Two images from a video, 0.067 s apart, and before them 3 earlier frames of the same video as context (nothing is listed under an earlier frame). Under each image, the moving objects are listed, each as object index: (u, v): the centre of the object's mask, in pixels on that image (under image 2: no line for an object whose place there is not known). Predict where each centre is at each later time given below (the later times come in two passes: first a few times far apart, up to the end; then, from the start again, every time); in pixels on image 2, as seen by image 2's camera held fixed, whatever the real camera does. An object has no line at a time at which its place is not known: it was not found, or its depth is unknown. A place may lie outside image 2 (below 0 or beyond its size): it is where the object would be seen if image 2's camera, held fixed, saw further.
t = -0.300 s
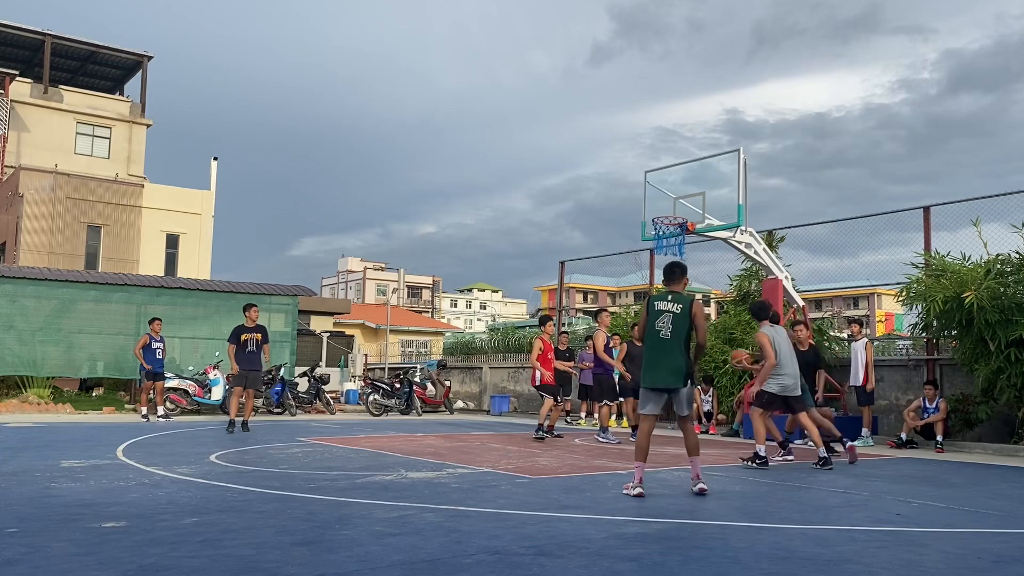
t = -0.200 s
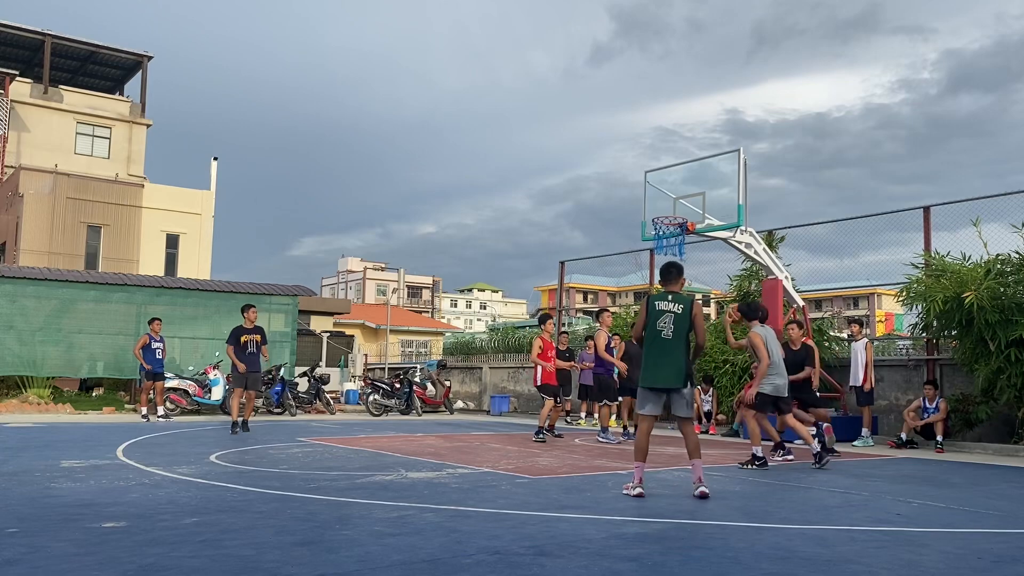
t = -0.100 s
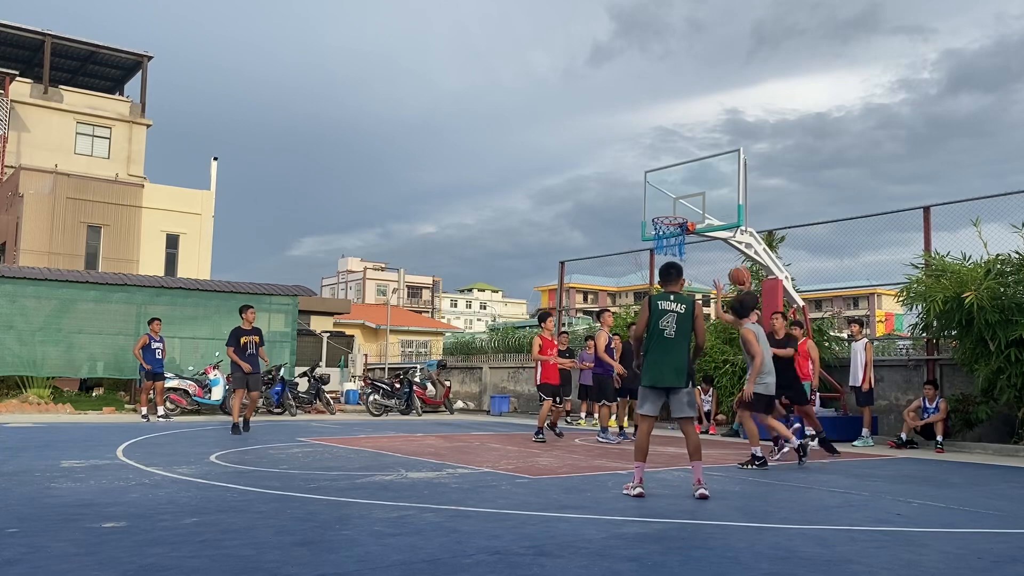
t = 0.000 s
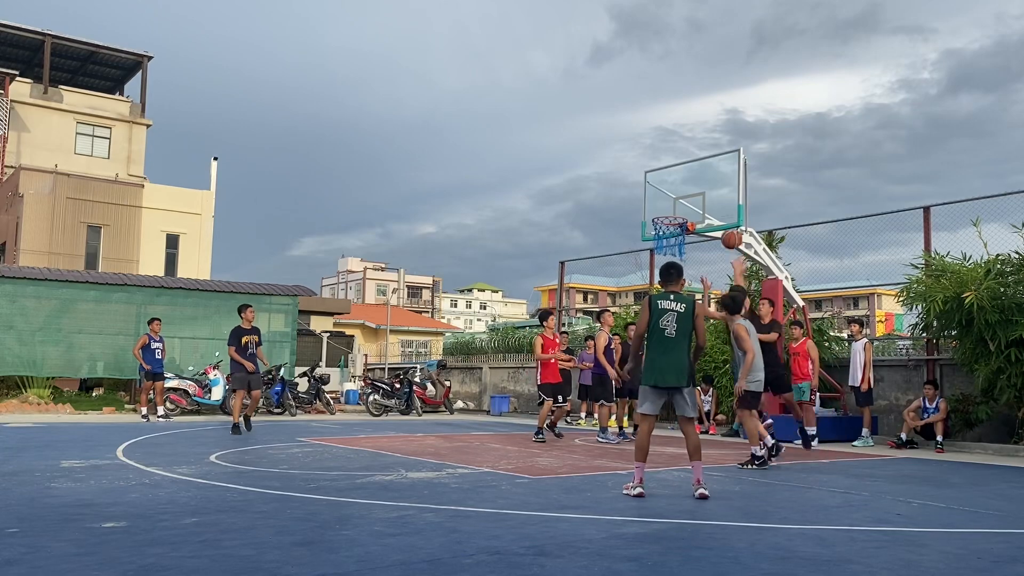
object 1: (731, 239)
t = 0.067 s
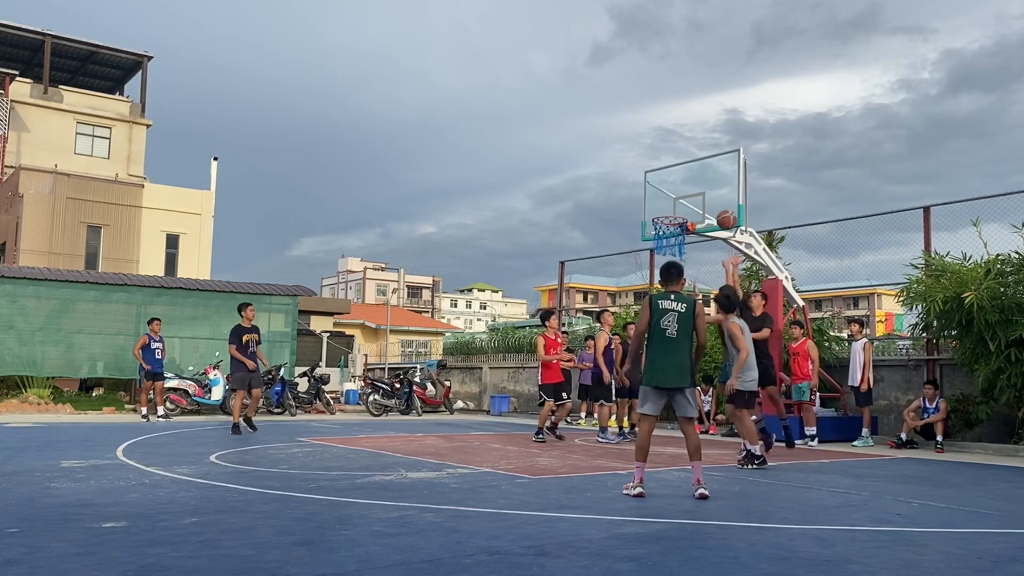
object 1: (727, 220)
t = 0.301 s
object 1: (711, 185)
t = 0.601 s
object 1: (696, 203)
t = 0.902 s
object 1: (662, 213)
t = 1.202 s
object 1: (676, 229)
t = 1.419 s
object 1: (671, 275)
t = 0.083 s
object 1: (725, 215)
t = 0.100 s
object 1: (724, 212)
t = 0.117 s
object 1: (723, 208)
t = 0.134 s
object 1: (722, 205)
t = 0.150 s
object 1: (720, 202)
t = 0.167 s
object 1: (719, 199)
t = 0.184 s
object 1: (718, 197)
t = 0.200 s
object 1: (717, 194)
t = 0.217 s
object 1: (716, 192)
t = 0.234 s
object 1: (715, 190)
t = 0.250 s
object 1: (714, 189)
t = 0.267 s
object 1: (713, 187)
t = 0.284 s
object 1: (712, 186)
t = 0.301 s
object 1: (711, 185)
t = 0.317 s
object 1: (710, 185)
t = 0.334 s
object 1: (709, 184)
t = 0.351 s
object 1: (708, 184)
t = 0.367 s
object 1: (708, 184)
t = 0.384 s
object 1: (707, 184)
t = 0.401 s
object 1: (706, 184)
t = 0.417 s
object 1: (705, 185)
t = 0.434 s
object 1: (704, 186)
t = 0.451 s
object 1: (703, 187)
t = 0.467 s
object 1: (702, 188)
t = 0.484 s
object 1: (701, 189)
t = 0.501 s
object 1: (701, 190)
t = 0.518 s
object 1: (700, 192)
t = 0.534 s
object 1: (699, 194)
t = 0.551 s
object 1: (698, 196)
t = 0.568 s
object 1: (697, 198)
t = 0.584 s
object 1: (696, 201)
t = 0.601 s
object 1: (696, 203)
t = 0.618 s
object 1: (695, 204)
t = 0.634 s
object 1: (692, 206)
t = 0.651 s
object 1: (690, 208)
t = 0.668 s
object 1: (688, 209)
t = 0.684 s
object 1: (685, 211)
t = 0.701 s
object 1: (683, 212)
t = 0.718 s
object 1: (682, 210)
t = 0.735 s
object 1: (679, 210)
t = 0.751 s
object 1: (677, 210)
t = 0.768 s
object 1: (675, 210)
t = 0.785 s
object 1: (673, 210)
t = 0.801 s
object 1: (671, 211)
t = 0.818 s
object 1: (669, 211)
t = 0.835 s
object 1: (667, 211)
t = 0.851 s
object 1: (665, 212)
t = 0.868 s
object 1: (662, 214)
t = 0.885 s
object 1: (661, 214)
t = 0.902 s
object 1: (662, 213)
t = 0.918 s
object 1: (663, 212)
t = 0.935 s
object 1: (664, 212)
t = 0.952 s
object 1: (665, 213)
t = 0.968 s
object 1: (666, 213)
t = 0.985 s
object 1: (667, 213)
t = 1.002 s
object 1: (669, 213)
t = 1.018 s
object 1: (669, 214)
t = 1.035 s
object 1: (671, 214)
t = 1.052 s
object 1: (672, 215)
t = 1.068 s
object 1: (673, 216)
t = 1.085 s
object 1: (674, 217)
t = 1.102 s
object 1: (675, 219)
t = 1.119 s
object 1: (676, 220)
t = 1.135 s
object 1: (676, 222)
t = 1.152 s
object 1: (676, 223)
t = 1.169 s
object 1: (675, 226)
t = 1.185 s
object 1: (675, 227)
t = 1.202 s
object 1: (676, 229)
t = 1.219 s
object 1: (675, 232)
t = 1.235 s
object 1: (675, 235)
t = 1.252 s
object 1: (675, 238)
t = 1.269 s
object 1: (675, 241)
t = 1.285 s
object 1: (674, 244)
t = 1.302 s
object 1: (673, 246)
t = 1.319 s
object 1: (673, 251)
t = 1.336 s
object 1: (674, 254)
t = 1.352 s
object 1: (672, 257)
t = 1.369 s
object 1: (672, 262)
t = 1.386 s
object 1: (672, 266)
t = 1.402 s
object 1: (672, 270)
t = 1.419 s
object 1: (671, 275)
